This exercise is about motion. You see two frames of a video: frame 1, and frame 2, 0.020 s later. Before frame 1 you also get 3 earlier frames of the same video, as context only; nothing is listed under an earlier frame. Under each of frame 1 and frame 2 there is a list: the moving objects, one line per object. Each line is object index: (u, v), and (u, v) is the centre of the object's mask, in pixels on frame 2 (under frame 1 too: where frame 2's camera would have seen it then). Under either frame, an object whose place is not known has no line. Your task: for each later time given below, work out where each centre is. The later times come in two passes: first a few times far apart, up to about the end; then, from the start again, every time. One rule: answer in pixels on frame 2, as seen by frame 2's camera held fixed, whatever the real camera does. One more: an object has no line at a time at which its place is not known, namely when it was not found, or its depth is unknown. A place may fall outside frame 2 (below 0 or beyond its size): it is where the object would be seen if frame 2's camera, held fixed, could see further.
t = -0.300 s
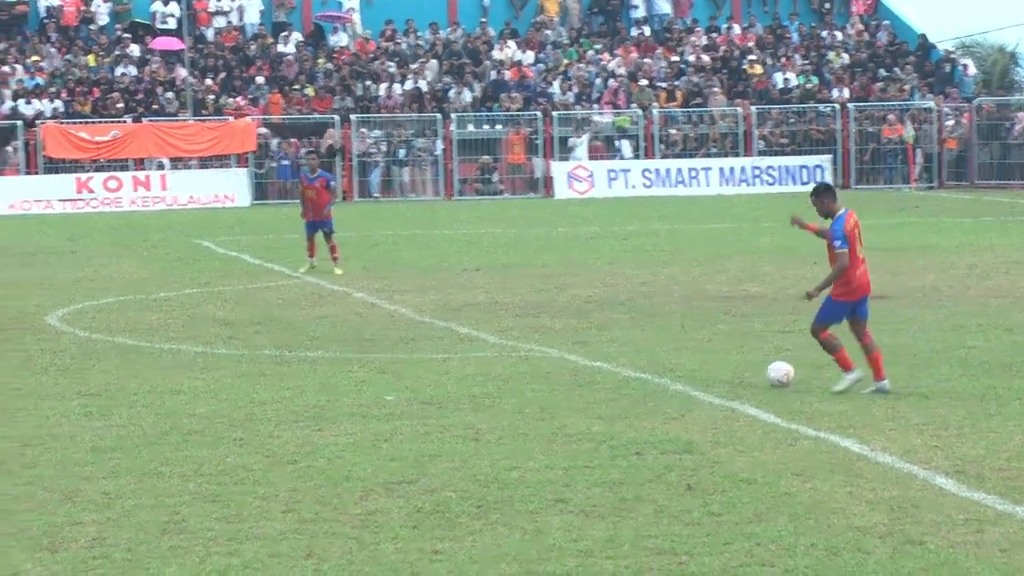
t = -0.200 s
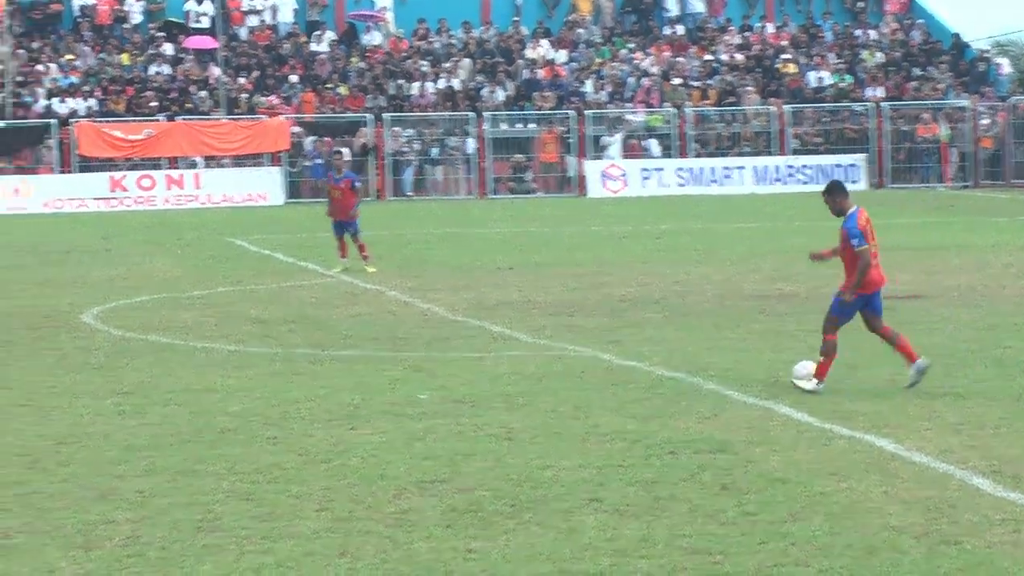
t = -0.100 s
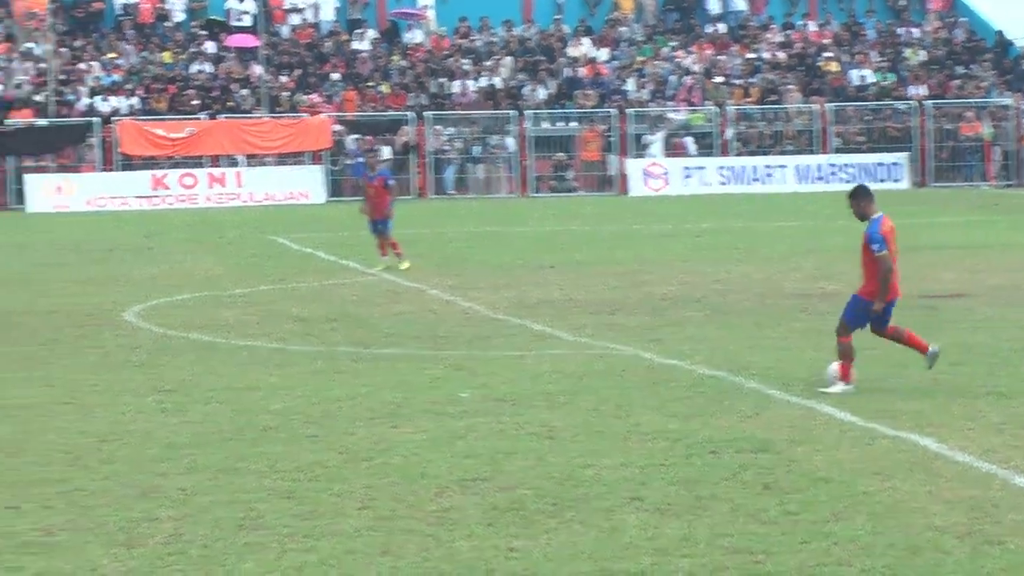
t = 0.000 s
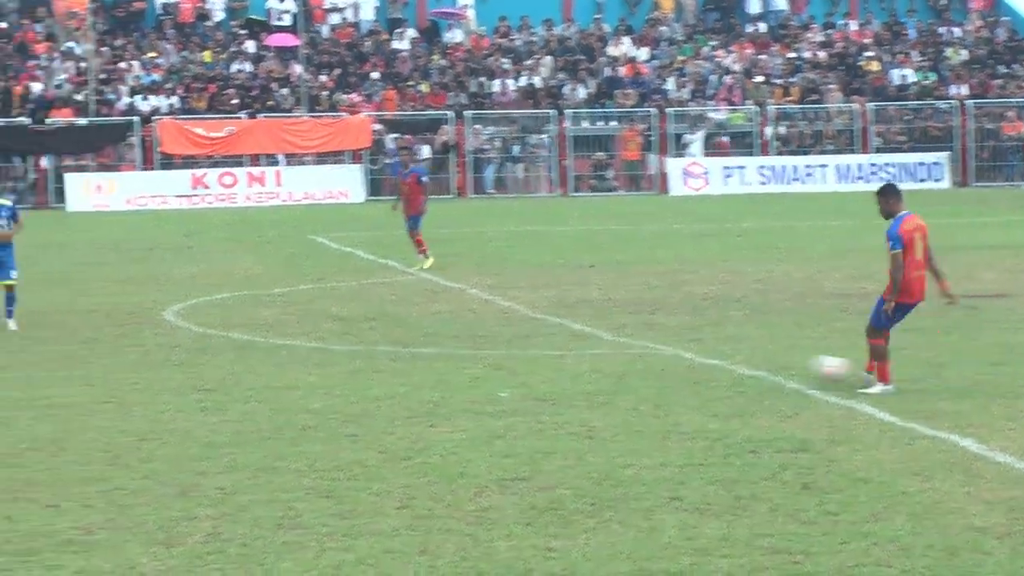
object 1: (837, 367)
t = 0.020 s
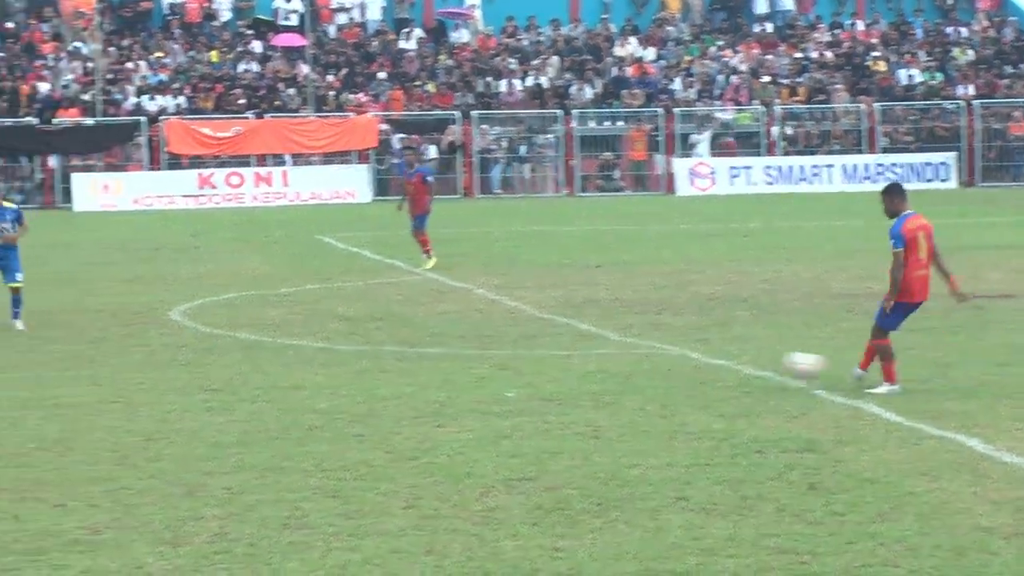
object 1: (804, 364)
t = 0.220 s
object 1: (472, 354)
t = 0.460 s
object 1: (77, 400)
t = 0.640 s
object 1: (-153, 387)
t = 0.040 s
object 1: (771, 360)
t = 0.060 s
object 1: (737, 357)
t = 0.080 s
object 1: (704, 356)
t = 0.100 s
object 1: (671, 353)
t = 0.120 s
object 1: (638, 352)
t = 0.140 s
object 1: (603, 352)
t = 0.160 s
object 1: (572, 351)
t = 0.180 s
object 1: (538, 353)
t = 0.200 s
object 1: (505, 353)
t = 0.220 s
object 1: (472, 354)
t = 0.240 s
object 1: (440, 355)
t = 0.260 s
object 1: (408, 357)
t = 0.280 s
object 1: (374, 360)
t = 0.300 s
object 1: (342, 362)
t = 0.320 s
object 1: (308, 365)
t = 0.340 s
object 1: (275, 369)
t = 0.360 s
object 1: (243, 373)
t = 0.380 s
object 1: (210, 378)
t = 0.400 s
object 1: (177, 383)
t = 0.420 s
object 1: (144, 388)
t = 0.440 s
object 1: (108, 396)
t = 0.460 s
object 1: (77, 400)
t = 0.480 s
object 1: (50, 398)
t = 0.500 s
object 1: (24, 394)
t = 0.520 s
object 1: (-1, 392)
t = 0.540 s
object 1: (-26, 390)
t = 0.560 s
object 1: (-51, 388)
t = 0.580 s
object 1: (-77, 386)
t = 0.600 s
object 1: (-103, 386)
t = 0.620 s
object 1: (-129, 386)
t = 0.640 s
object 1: (-153, 387)
